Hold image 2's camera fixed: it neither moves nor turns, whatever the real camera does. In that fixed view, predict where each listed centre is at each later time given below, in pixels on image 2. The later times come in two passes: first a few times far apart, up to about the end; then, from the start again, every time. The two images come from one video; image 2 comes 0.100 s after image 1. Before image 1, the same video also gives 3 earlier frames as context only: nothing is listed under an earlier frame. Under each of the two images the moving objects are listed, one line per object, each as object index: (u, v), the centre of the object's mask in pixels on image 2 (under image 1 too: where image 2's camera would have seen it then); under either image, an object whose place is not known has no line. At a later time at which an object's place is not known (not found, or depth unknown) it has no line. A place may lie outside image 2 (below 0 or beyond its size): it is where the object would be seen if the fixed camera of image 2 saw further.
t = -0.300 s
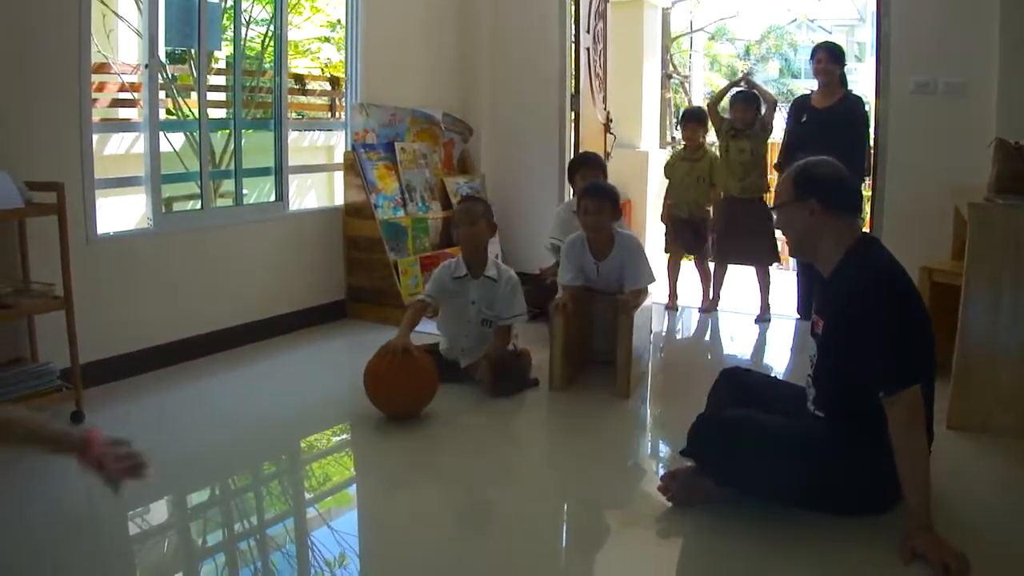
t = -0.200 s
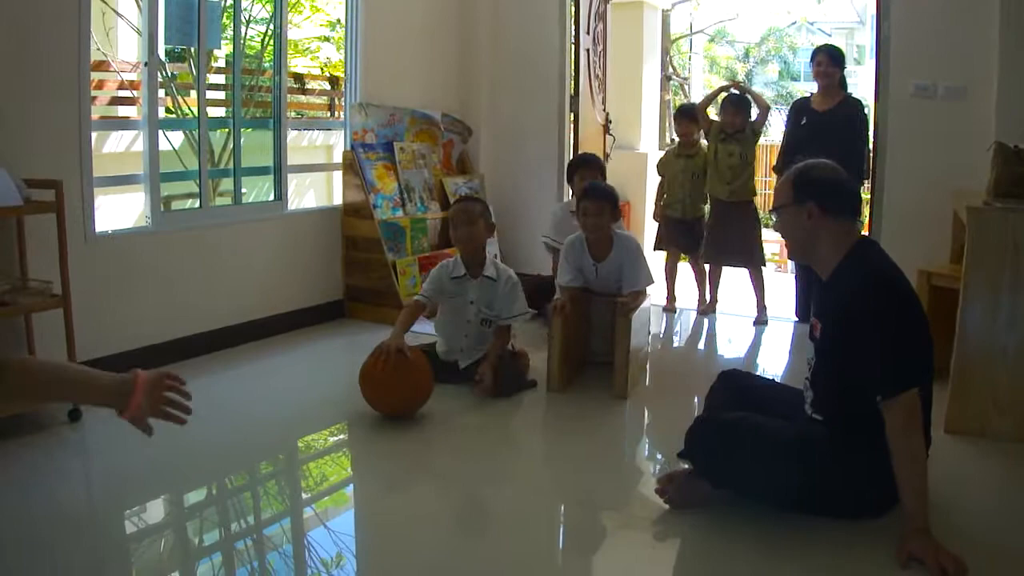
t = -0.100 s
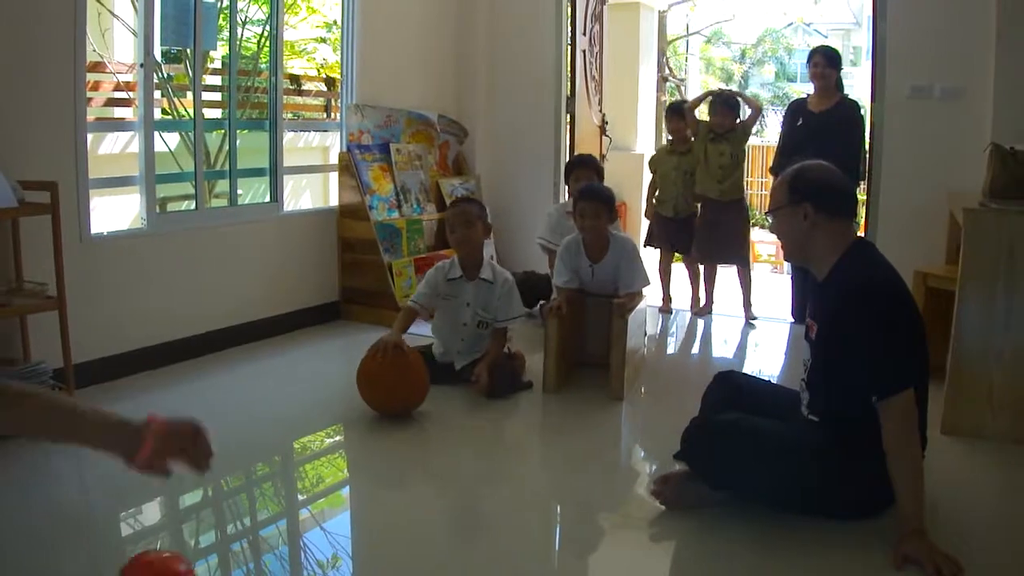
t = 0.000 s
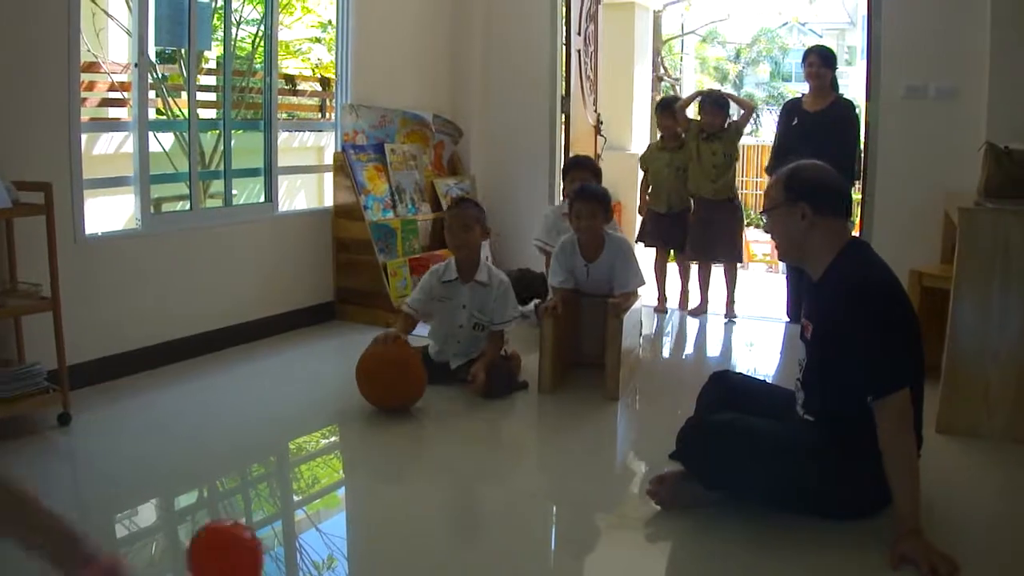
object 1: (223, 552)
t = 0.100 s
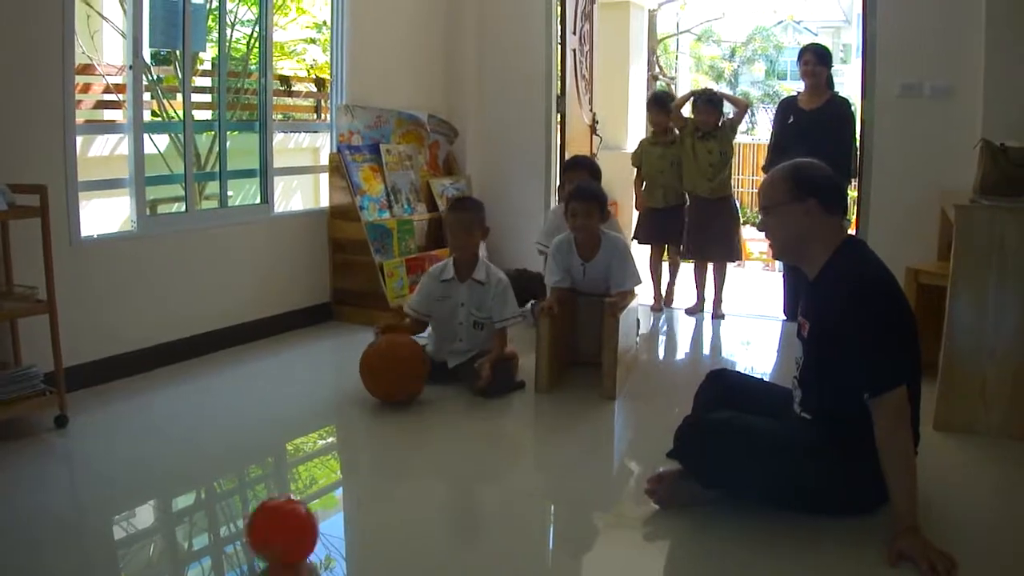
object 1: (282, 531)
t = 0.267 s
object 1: (363, 481)
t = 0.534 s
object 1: (454, 423)
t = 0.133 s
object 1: (299, 515)
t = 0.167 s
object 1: (316, 503)
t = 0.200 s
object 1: (333, 496)
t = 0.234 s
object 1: (349, 494)
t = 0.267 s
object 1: (363, 481)
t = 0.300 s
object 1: (375, 470)
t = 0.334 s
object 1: (388, 463)
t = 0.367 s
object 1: (401, 461)
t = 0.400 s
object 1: (412, 450)
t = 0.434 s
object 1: (423, 442)
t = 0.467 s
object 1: (433, 437)
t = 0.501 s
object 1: (444, 433)
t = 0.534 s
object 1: (454, 423)
